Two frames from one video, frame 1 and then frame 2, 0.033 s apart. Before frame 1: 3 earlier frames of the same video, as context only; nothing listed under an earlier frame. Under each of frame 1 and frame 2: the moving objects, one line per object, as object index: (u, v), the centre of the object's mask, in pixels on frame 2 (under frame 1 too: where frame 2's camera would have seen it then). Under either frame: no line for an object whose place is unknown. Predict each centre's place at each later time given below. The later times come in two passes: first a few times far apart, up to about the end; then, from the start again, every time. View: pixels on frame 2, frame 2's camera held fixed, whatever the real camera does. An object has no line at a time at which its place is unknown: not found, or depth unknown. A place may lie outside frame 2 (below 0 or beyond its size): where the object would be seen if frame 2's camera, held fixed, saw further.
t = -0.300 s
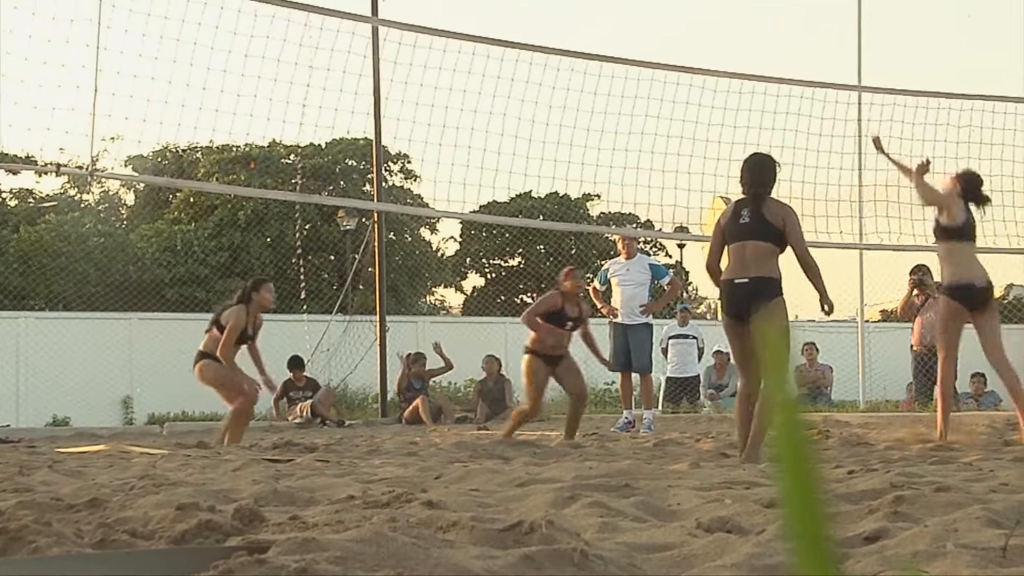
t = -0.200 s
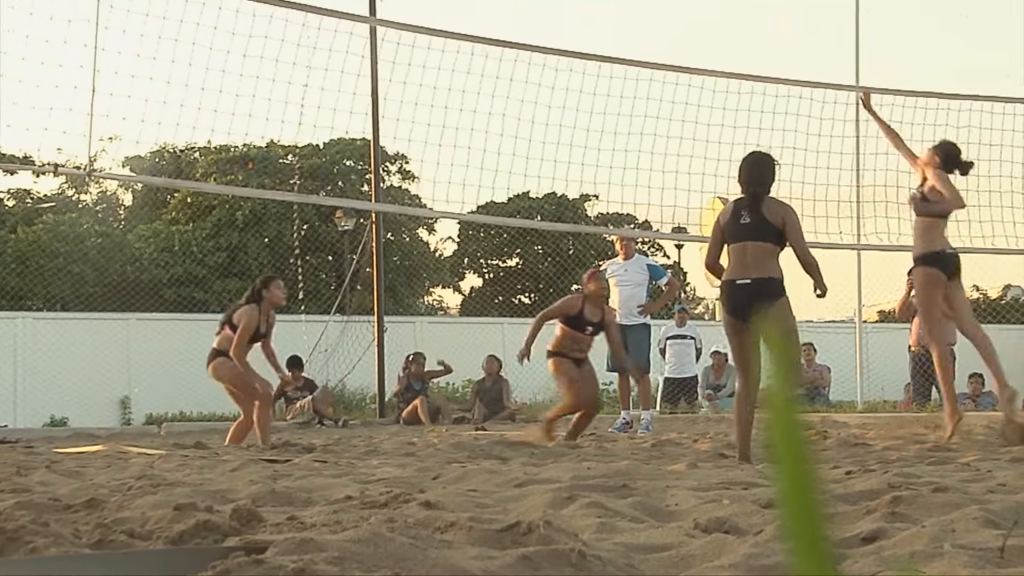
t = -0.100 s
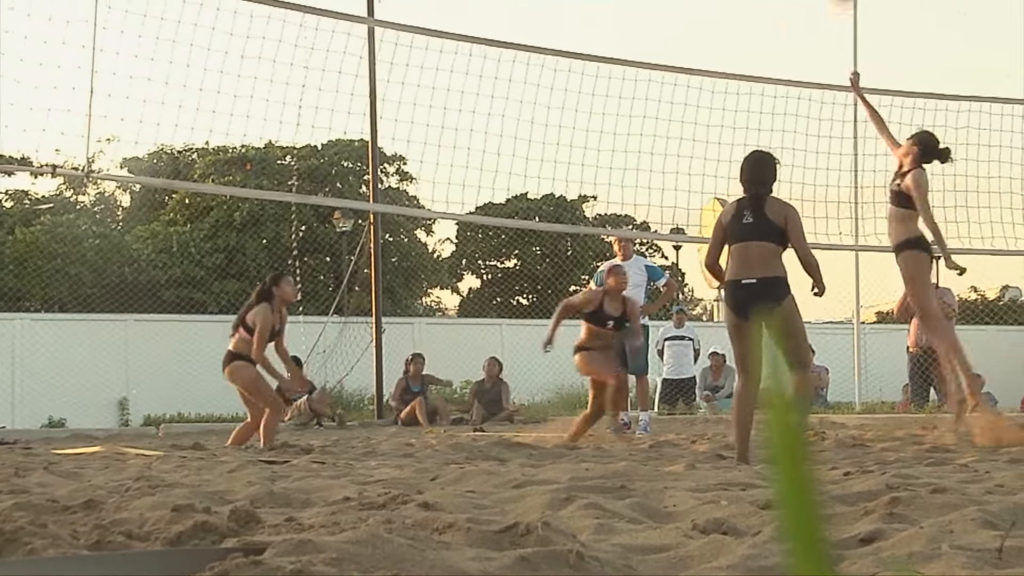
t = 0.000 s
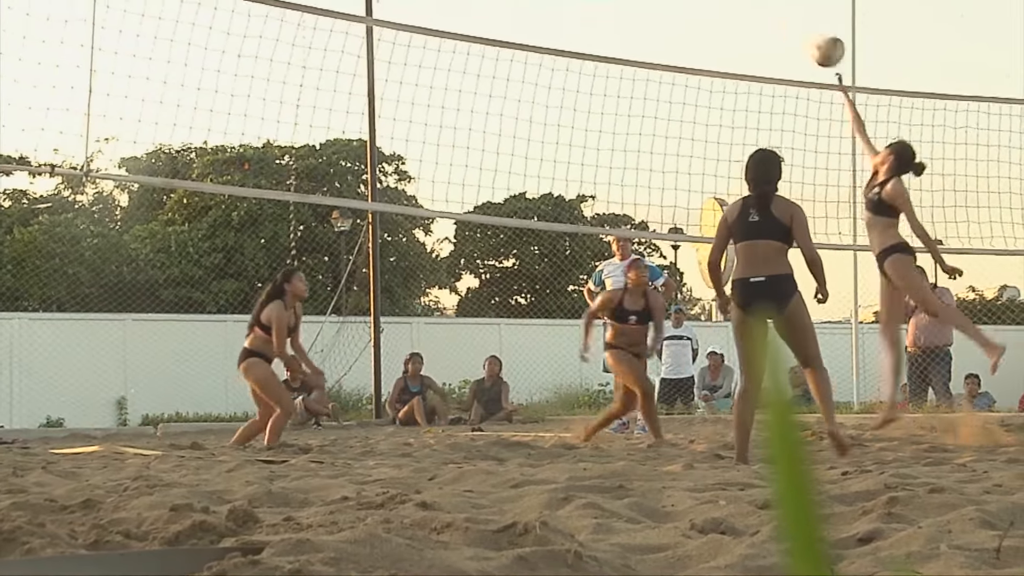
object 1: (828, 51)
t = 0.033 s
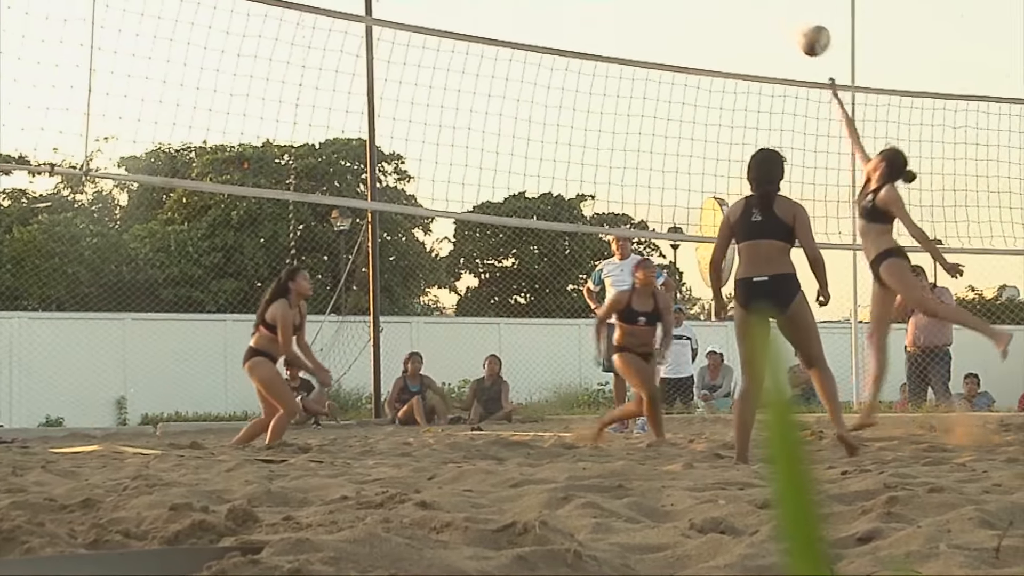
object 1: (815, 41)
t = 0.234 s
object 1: (738, 14)
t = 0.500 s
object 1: (646, 67)
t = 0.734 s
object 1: (576, 186)
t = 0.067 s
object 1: (802, 31)
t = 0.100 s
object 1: (788, 24)
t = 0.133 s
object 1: (775, 19)
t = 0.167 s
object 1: (763, 15)
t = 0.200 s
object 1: (750, 14)
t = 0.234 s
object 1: (738, 14)
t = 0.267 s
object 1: (725, 15)
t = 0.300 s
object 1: (713, 18)
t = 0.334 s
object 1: (701, 22)
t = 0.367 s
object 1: (690, 28)
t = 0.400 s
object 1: (679, 36)
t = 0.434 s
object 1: (668, 44)
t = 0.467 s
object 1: (657, 53)
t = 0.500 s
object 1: (646, 67)
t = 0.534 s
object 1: (636, 80)
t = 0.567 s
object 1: (626, 95)
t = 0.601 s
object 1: (615, 110)
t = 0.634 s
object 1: (604, 127)
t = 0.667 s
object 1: (595, 145)
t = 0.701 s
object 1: (586, 165)
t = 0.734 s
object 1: (576, 186)
